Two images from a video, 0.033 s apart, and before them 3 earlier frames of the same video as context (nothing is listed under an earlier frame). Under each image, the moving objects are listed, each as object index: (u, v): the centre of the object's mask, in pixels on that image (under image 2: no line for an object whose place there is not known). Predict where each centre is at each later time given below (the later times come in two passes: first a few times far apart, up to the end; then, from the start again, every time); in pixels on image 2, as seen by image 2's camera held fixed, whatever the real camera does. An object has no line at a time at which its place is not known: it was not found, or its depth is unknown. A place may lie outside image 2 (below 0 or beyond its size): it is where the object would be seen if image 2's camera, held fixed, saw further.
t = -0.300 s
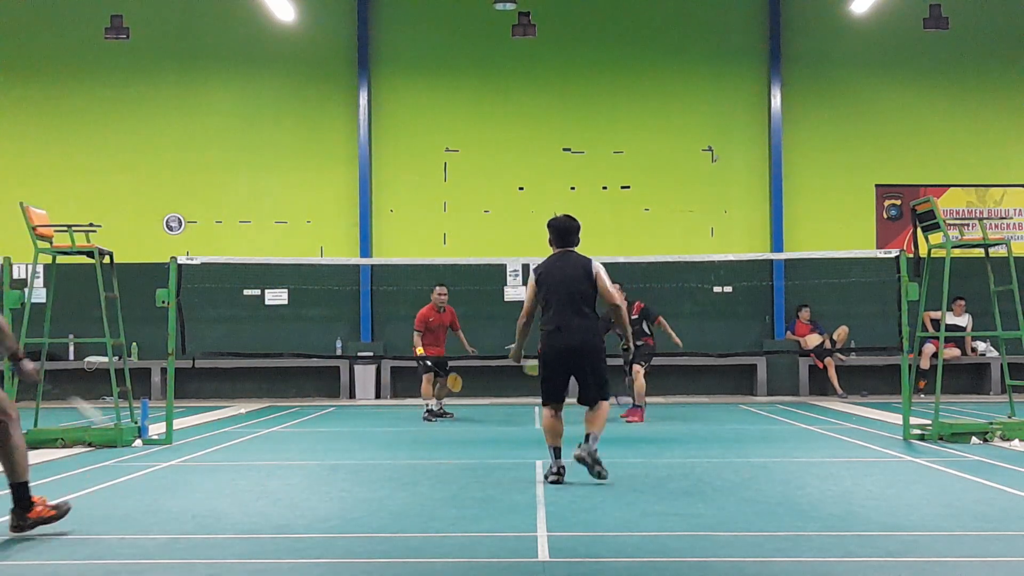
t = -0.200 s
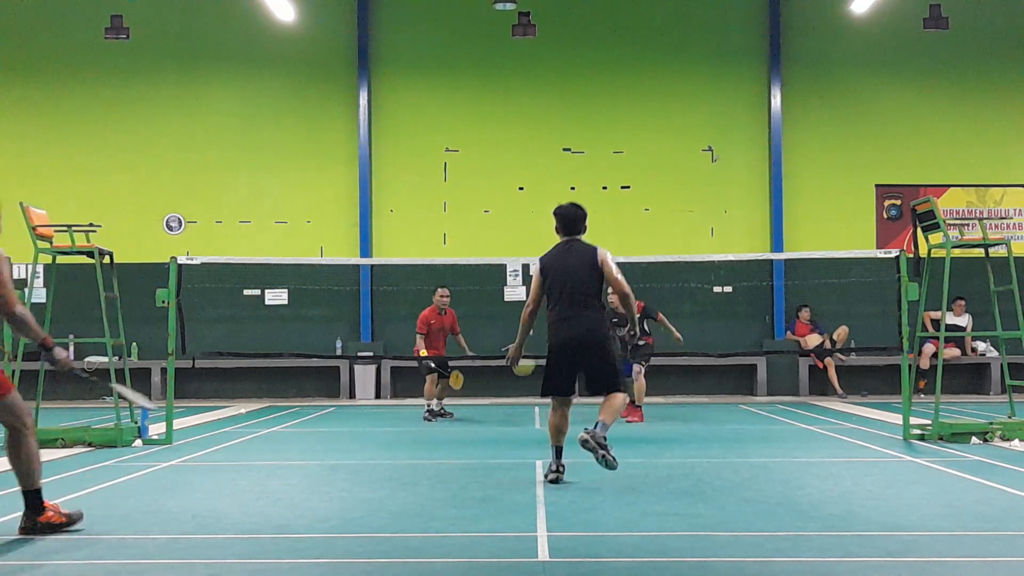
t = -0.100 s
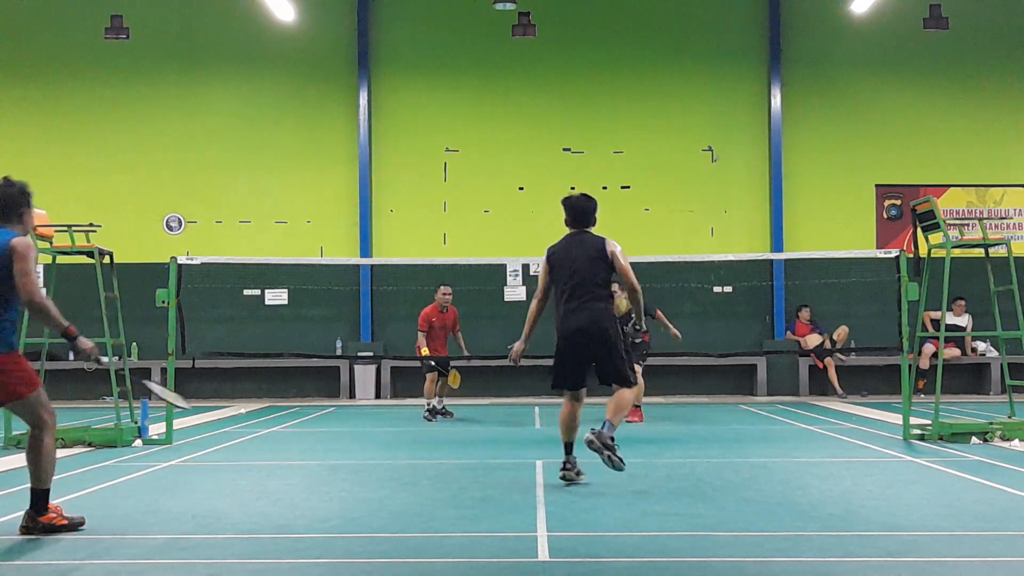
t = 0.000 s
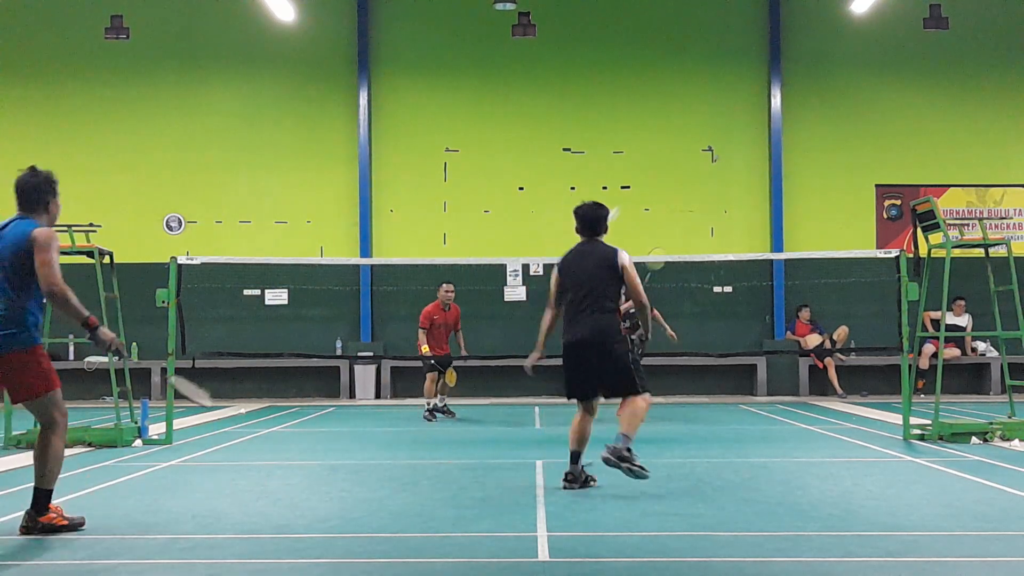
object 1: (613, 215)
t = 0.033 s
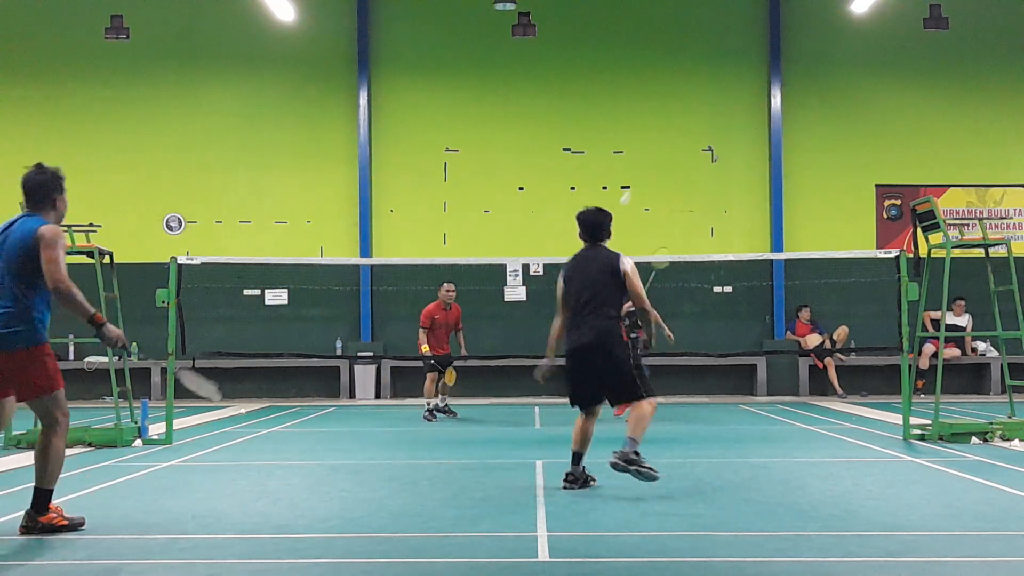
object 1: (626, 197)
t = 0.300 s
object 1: (725, 119)
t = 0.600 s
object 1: (822, 138)
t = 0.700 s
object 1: (852, 171)
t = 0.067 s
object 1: (639, 182)
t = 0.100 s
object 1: (652, 169)
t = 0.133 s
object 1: (665, 157)
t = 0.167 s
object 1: (677, 147)
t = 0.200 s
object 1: (691, 137)
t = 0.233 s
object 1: (702, 130)
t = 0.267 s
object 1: (714, 124)
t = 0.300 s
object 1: (725, 119)
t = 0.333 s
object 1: (737, 115)
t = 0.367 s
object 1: (748, 113)
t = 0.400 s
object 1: (759, 112)
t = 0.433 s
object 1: (769, 113)
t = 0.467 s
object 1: (781, 115)
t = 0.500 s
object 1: (791, 119)
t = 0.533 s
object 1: (801, 123)
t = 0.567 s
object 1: (812, 130)
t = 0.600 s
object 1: (822, 138)
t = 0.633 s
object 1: (832, 148)
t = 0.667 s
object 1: (842, 159)
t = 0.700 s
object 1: (852, 171)
